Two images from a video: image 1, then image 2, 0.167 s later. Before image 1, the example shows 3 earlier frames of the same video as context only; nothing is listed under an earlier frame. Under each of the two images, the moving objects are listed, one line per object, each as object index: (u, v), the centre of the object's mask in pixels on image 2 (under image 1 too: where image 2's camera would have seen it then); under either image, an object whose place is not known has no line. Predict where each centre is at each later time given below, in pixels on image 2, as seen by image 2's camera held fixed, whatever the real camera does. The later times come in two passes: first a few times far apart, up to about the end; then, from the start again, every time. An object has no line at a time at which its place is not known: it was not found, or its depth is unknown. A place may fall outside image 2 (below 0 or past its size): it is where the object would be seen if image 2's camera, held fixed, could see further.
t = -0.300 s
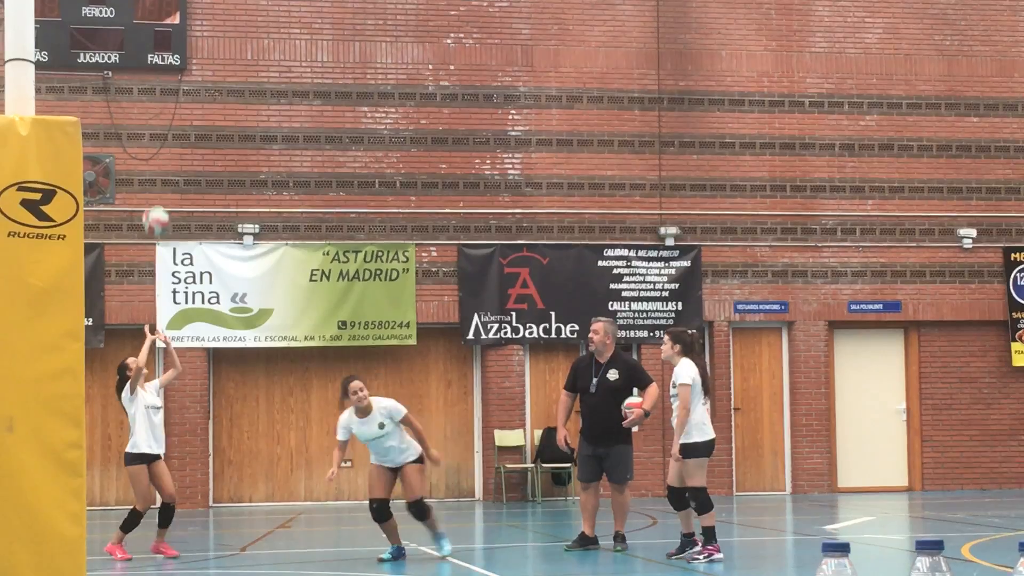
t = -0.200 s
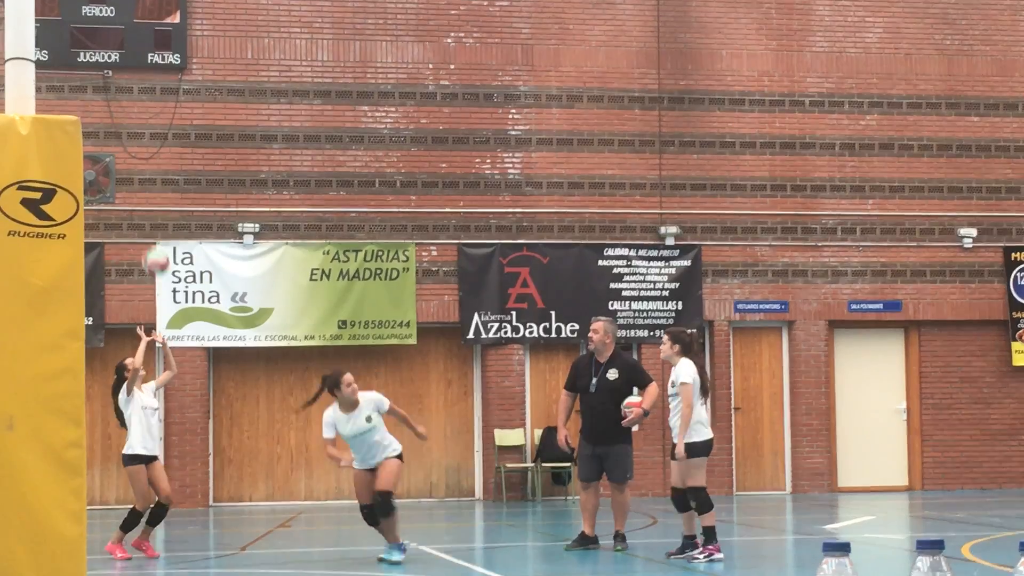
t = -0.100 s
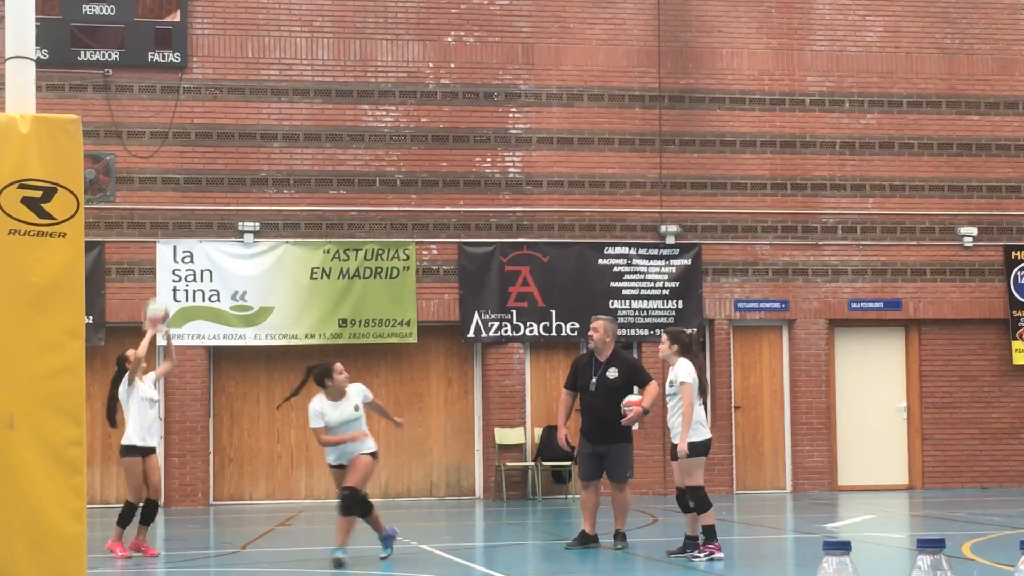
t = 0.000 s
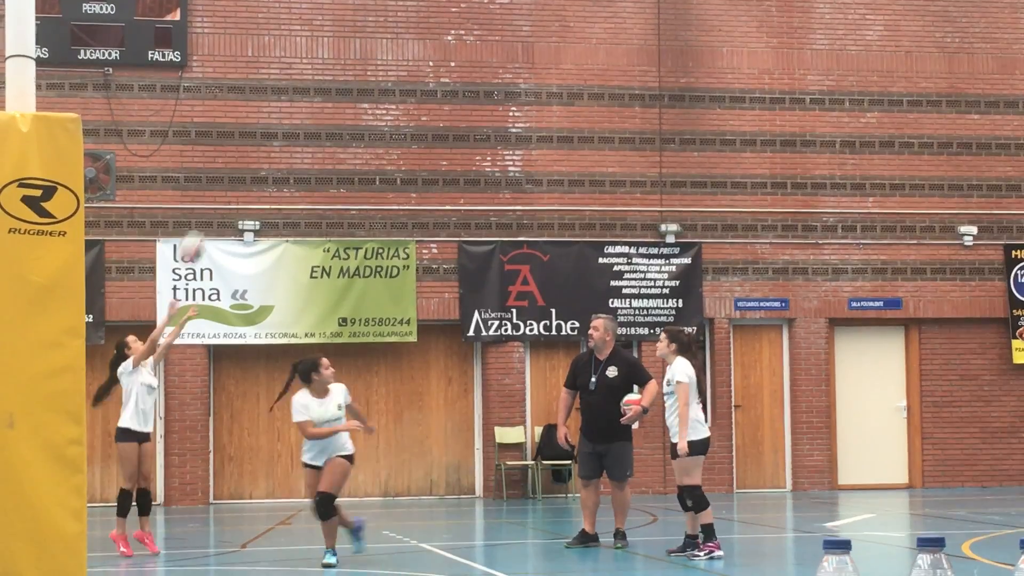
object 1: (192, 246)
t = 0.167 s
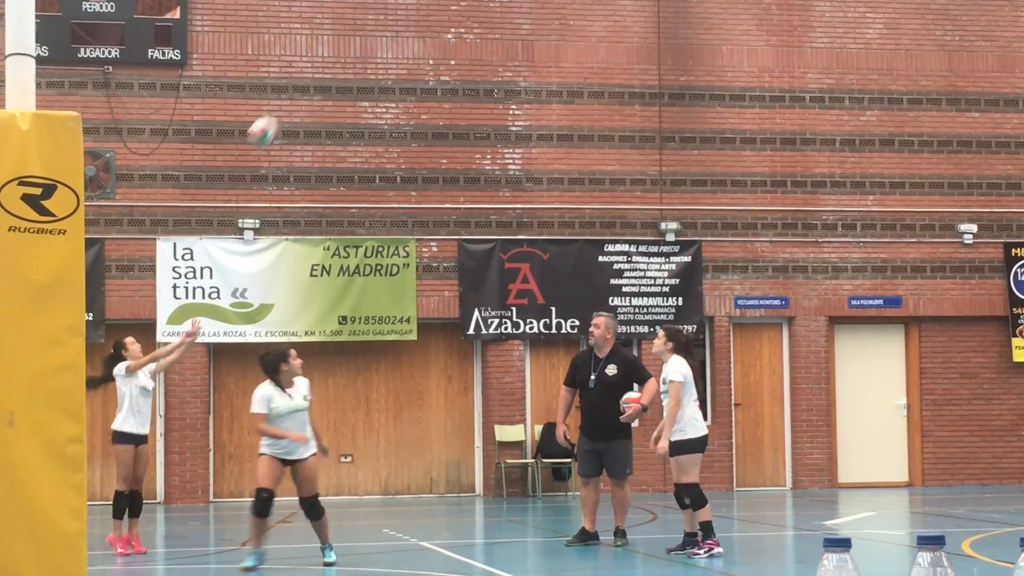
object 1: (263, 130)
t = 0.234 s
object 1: (293, 96)
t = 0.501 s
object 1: (407, 15)
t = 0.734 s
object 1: (504, 19)
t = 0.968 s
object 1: (604, 93)
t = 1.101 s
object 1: (658, 167)
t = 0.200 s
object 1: (277, 113)
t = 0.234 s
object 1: (293, 96)
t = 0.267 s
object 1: (305, 81)
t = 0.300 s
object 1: (322, 68)
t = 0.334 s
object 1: (336, 55)
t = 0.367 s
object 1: (350, 45)
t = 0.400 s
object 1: (364, 35)
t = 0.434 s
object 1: (379, 27)
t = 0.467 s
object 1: (393, 20)
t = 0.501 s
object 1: (407, 15)
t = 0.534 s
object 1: (422, 12)
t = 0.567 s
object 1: (435, 11)
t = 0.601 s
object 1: (449, 11)
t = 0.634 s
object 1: (463, 11)
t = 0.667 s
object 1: (477, 12)
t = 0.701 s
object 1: (491, 14)
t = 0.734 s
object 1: (504, 19)
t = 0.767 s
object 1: (519, 25)
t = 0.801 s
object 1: (533, 34)
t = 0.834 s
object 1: (548, 42)
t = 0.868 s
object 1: (562, 53)
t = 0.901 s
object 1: (576, 64)
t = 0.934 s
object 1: (590, 77)
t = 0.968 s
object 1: (604, 93)
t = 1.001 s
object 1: (617, 108)
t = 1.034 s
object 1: (631, 126)
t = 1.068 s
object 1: (645, 145)
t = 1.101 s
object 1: (658, 167)
